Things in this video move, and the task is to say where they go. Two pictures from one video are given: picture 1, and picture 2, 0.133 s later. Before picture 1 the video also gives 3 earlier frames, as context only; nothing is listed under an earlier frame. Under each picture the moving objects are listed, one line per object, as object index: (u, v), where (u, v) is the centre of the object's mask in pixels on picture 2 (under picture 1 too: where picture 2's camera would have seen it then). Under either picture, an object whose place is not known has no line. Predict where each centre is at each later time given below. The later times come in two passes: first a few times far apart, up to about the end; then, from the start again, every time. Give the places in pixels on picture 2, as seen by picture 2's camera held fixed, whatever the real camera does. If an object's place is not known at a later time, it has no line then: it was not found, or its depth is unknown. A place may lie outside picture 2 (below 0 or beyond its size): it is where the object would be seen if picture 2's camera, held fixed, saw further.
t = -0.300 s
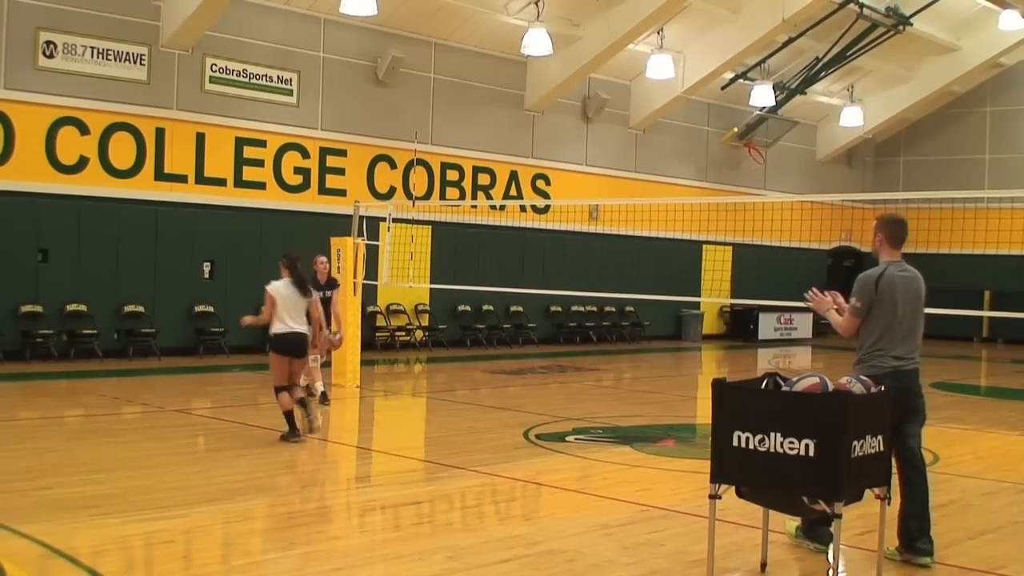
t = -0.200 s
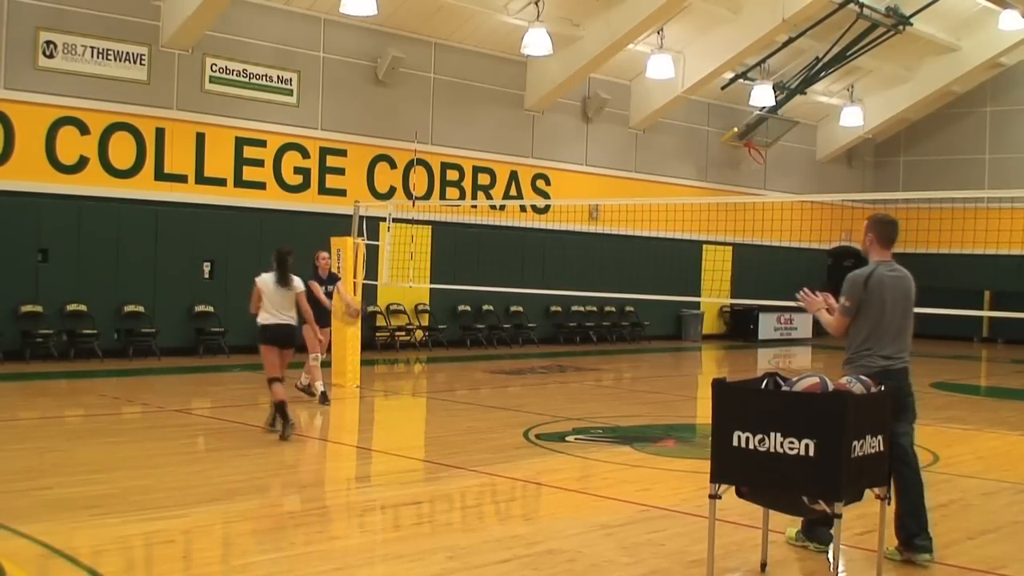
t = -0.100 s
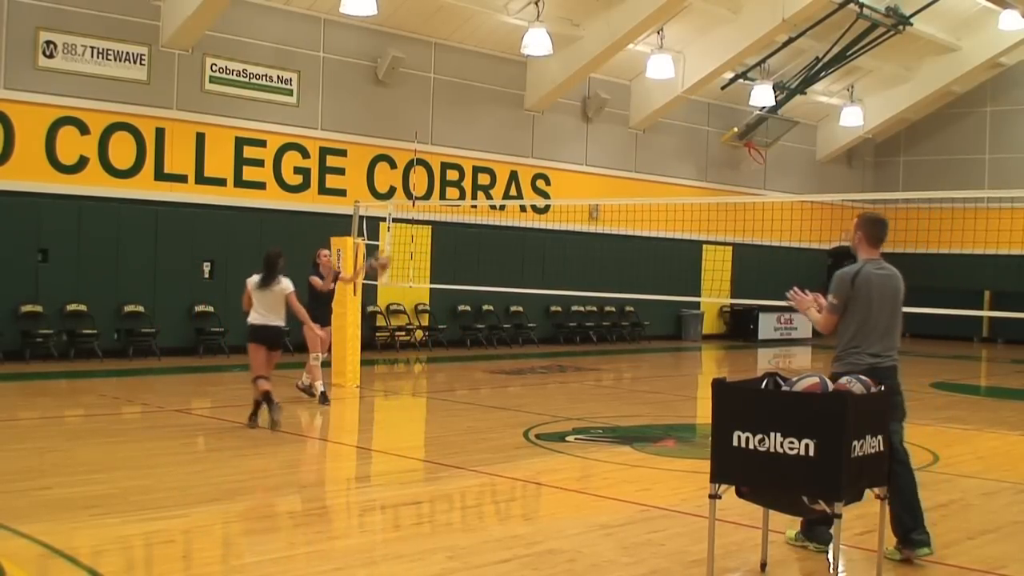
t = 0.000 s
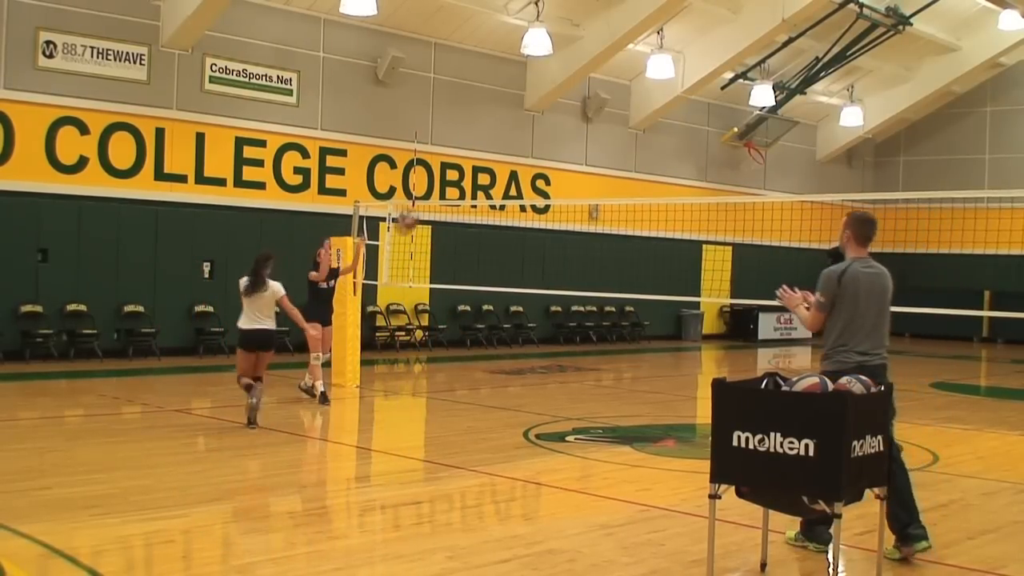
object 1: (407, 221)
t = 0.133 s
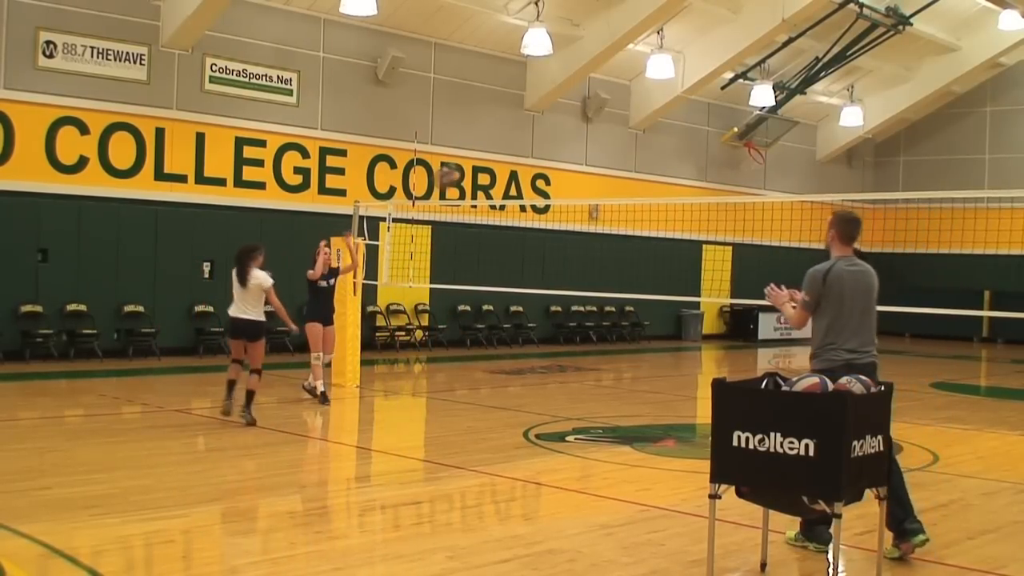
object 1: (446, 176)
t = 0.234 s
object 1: (479, 153)
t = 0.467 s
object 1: (563, 142)
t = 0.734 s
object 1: (673, 222)
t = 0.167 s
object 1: (458, 168)
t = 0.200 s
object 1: (467, 160)
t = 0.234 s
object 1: (479, 153)
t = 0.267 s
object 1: (490, 147)
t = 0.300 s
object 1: (501, 144)
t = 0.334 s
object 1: (513, 141)
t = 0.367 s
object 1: (525, 139)
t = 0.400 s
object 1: (537, 139)
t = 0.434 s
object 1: (550, 139)
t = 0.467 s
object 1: (563, 142)
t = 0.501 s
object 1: (574, 146)
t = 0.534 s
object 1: (589, 152)
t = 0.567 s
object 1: (603, 159)
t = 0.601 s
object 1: (616, 168)
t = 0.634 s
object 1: (630, 179)
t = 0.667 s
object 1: (644, 191)
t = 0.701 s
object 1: (659, 206)
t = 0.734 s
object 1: (673, 222)
